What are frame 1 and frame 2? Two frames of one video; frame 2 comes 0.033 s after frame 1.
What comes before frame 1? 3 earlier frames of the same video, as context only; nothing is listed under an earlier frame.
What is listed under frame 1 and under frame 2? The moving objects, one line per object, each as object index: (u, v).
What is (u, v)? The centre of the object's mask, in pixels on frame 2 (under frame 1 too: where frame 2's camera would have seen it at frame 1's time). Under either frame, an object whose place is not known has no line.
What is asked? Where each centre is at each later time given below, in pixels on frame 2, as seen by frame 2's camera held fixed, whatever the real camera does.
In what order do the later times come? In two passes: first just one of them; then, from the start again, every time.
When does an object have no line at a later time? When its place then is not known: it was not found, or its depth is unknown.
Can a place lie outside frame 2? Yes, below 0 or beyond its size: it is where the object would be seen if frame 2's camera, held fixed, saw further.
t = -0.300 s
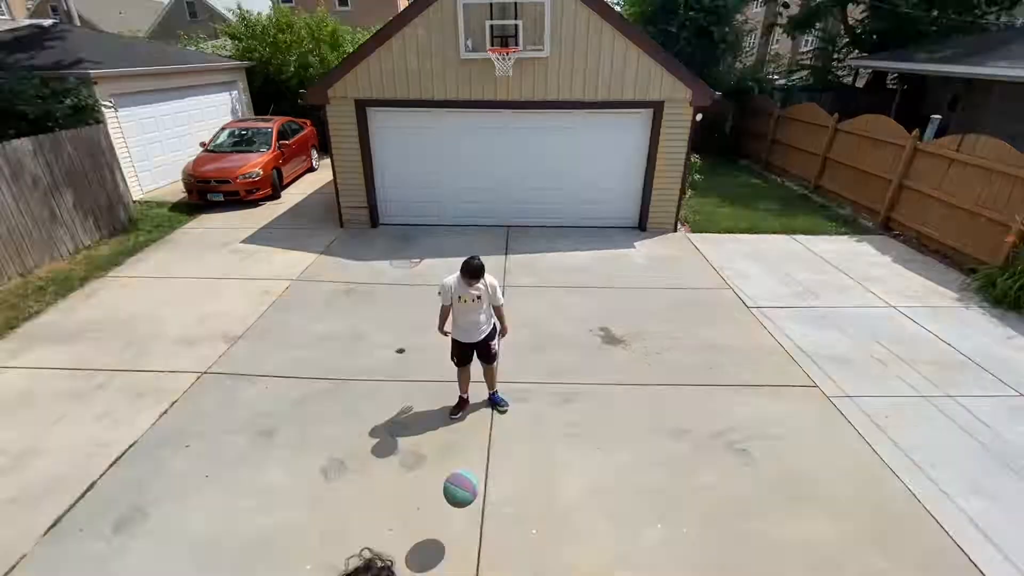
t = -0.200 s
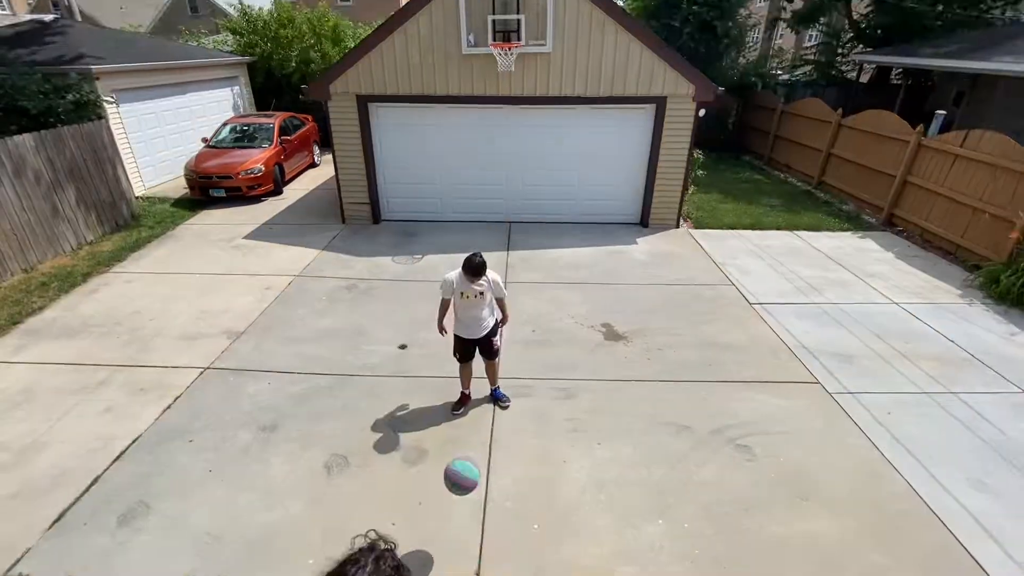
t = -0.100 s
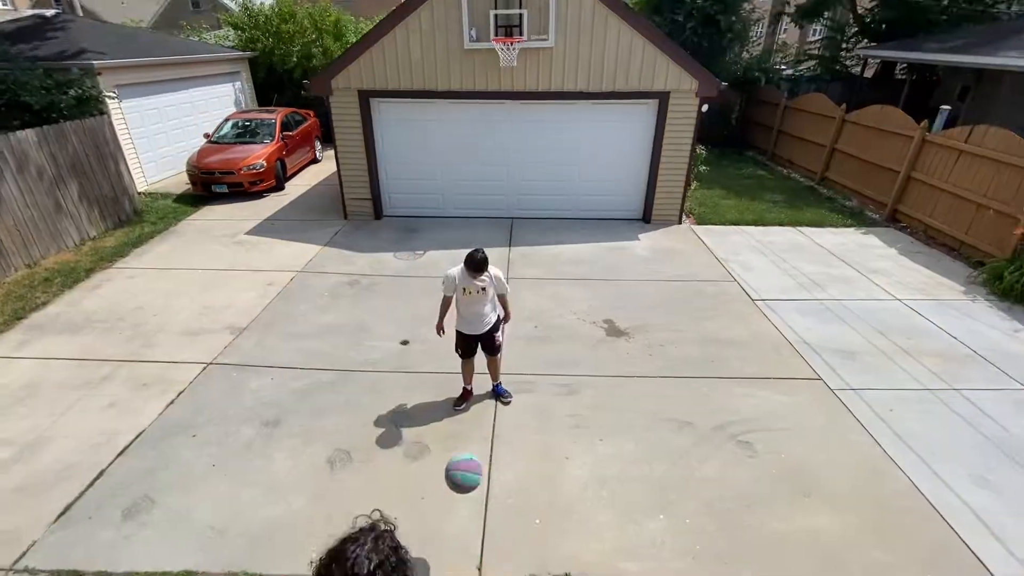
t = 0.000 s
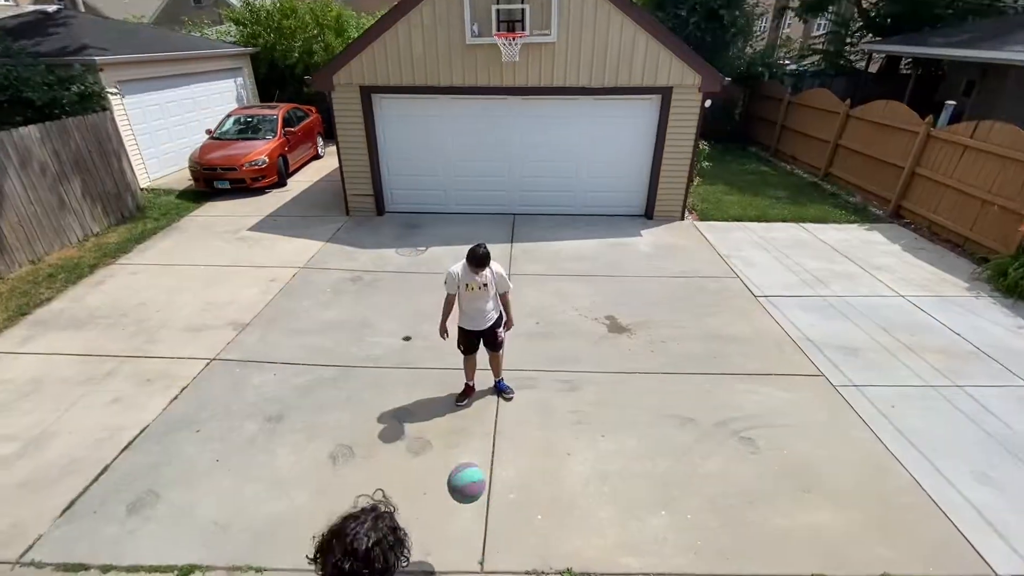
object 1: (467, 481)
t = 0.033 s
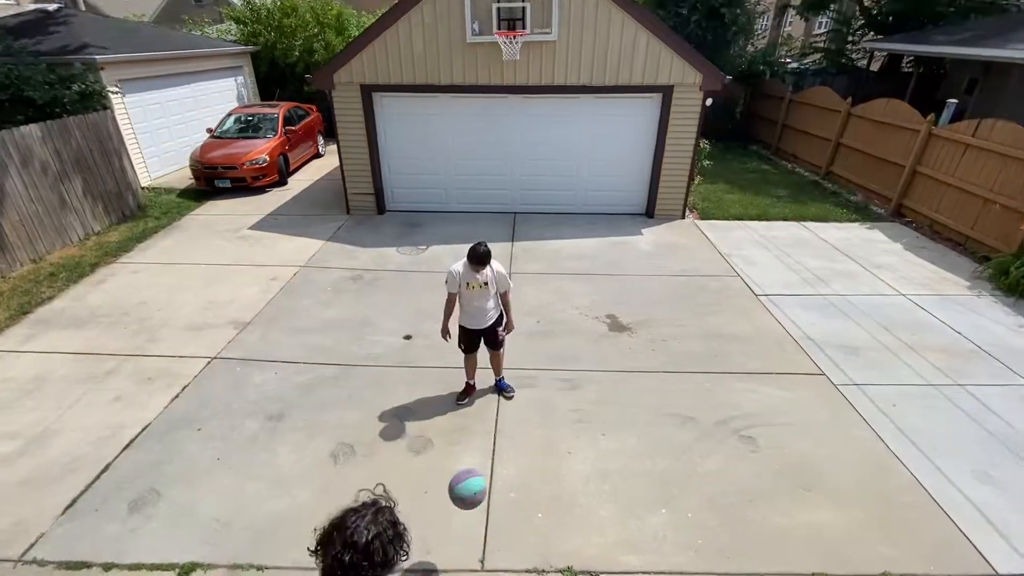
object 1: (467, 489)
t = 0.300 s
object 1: (472, 560)
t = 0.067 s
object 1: (468, 498)
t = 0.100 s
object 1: (468, 506)
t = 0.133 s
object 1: (469, 518)
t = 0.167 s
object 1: (470, 529)
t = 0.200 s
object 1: (471, 543)
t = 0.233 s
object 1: (472, 556)
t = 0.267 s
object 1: (472, 566)
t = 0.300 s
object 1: (472, 560)
